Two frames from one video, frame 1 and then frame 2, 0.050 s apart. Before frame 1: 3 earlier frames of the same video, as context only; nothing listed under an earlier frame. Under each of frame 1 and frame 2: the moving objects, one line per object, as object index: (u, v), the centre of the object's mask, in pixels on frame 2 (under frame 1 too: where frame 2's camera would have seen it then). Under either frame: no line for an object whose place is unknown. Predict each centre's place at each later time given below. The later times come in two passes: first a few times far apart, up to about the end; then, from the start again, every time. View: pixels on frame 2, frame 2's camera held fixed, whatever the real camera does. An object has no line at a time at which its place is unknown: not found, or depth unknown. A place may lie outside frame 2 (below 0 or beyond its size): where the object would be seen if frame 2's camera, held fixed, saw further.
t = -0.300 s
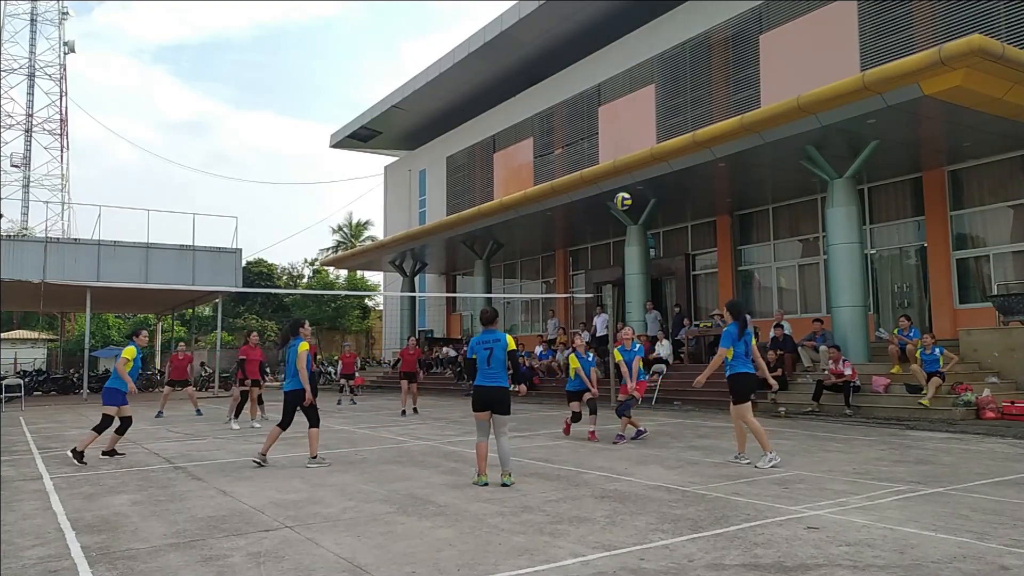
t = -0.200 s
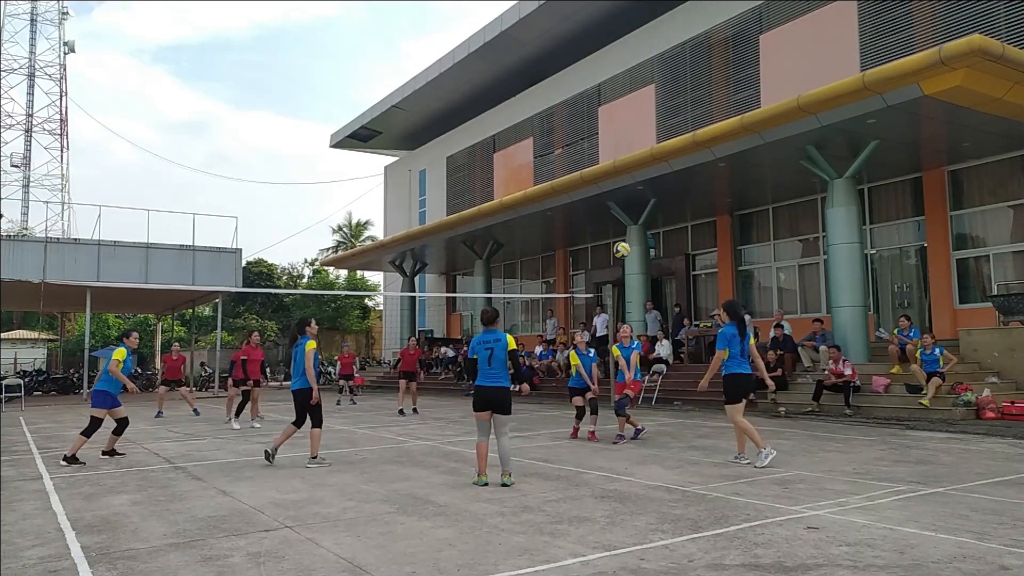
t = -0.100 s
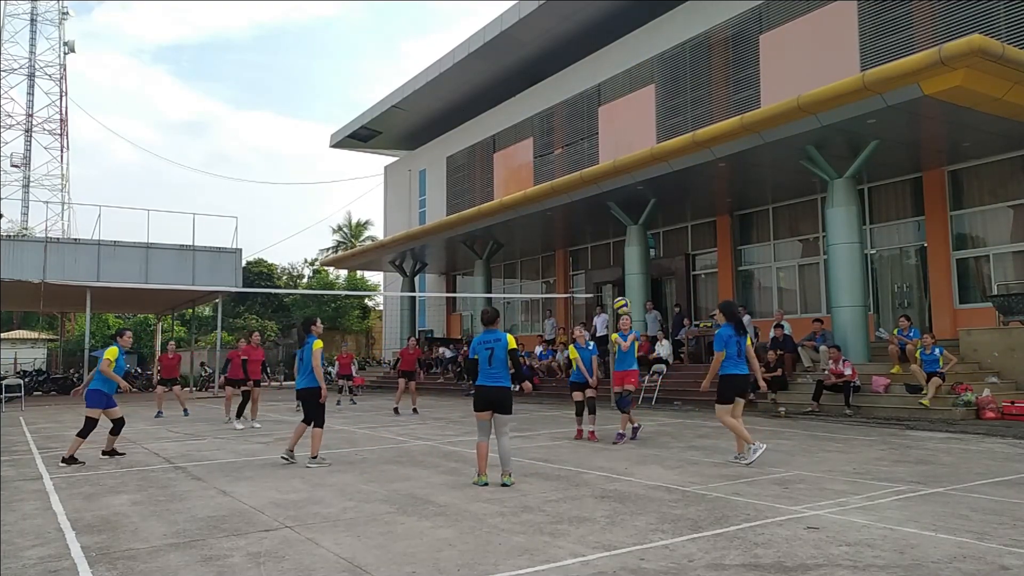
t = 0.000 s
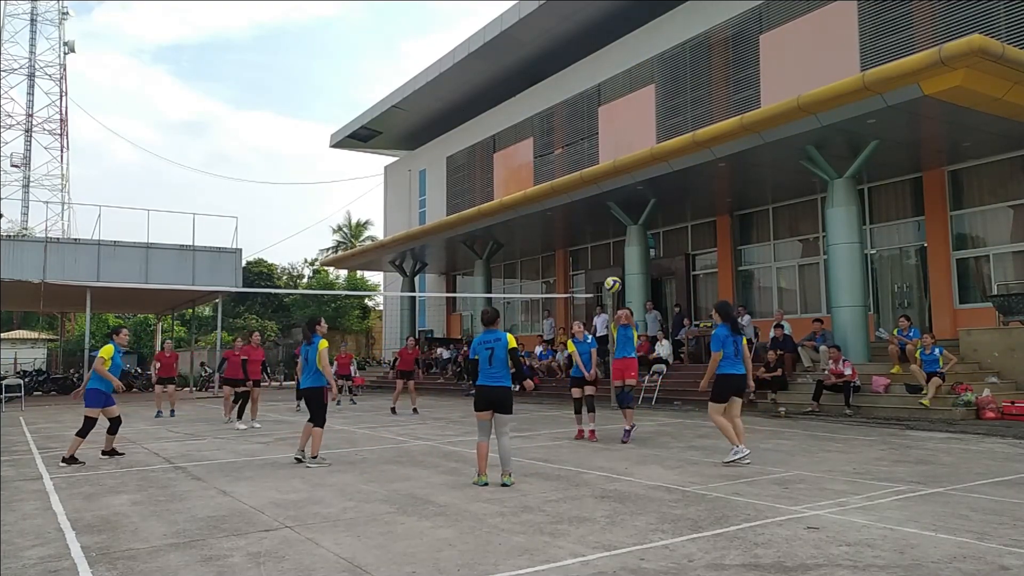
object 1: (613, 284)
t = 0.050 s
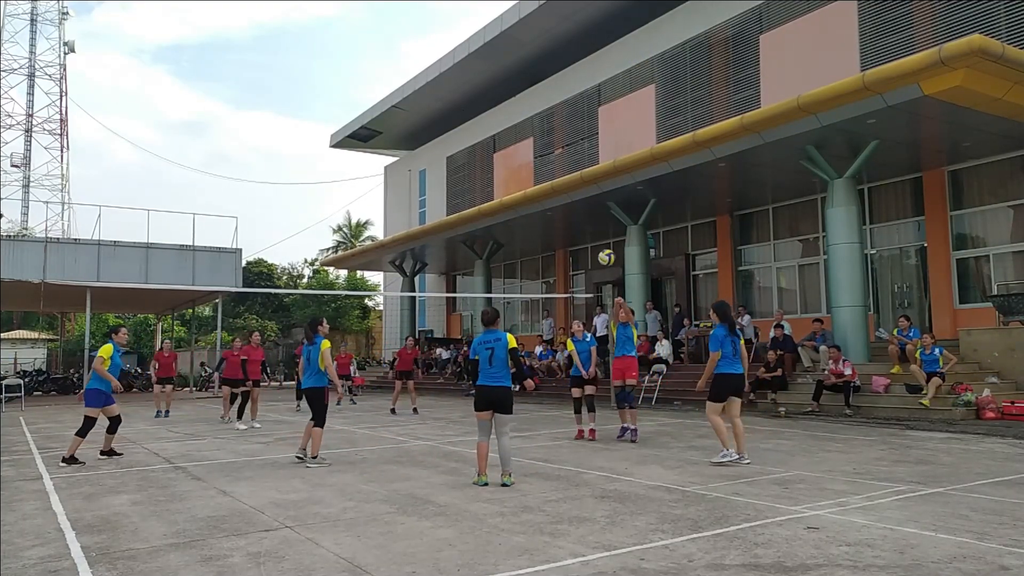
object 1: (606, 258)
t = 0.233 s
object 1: (585, 175)
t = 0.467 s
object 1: (559, 107)
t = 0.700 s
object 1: (536, 80)
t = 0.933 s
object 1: (515, 94)
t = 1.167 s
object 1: (496, 149)
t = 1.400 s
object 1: (478, 246)
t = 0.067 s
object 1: (605, 249)
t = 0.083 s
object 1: (602, 240)
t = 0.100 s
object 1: (601, 232)
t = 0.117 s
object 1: (599, 225)
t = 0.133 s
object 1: (597, 217)
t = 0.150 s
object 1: (595, 209)
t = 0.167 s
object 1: (593, 202)
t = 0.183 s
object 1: (591, 195)
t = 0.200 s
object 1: (589, 188)
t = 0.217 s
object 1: (587, 181)
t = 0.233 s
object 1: (585, 175)
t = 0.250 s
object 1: (583, 168)
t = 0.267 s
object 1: (581, 163)
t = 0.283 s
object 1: (579, 157)
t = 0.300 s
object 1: (577, 151)
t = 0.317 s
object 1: (575, 146)
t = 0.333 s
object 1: (573, 141)
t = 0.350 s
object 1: (571, 136)
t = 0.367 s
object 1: (570, 131)
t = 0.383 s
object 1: (568, 127)
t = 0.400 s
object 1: (567, 123)
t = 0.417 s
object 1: (565, 118)
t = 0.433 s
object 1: (563, 114)
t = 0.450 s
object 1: (561, 111)
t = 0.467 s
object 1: (559, 107)
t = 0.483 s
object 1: (557, 104)
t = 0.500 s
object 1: (556, 101)
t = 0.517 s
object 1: (554, 99)
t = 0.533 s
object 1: (553, 96)
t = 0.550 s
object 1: (551, 93)
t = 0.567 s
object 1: (549, 91)
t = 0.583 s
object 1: (548, 89)
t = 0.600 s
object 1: (546, 87)
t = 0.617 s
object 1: (544, 86)
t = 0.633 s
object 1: (543, 84)
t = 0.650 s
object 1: (541, 83)
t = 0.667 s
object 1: (539, 82)
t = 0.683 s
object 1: (537, 81)
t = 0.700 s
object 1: (536, 80)
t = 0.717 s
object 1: (534, 80)
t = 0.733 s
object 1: (533, 80)
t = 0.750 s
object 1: (532, 80)
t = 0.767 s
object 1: (530, 80)
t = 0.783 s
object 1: (528, 81)
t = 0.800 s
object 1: (526, 81)
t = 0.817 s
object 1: (525, 82)
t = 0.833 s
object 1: (523, 83)
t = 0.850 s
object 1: (522, 85)
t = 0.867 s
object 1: (520, 86)
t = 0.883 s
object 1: (519, 88)
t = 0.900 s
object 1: (518, 89)
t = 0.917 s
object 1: (516, 91)
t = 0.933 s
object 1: (515, 94)
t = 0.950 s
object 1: (513, 97)
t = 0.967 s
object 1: (512, 100)
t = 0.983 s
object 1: (511, 103)
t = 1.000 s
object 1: (509, 106)
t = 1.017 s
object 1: (508, 109)
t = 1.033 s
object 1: (507, 113)
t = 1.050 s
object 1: (505, 117)
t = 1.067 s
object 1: (504, 120)
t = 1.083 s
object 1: (503, 125)
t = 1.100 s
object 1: (501, 129)
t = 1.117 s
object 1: (500, 134)
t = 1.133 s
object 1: (499, 139)
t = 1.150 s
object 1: (497, 144)
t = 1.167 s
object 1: (496, 149)
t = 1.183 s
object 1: (494, 154)
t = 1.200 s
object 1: (493, 160)
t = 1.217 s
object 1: (492, 166)
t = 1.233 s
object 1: (490, 172)
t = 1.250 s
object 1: (489, 179)
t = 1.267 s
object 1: (488, 185)
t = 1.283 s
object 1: (487, 192)
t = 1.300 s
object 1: (485, 198)
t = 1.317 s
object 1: (484, 206)
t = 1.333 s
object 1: (483, 214)
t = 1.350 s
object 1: (481, 222)
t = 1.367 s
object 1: (480, 230)
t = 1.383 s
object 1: (479, 238)
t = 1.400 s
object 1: (478, 246)
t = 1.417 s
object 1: (476, 255)
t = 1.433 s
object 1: (475, 263)
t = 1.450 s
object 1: (474, 272)
